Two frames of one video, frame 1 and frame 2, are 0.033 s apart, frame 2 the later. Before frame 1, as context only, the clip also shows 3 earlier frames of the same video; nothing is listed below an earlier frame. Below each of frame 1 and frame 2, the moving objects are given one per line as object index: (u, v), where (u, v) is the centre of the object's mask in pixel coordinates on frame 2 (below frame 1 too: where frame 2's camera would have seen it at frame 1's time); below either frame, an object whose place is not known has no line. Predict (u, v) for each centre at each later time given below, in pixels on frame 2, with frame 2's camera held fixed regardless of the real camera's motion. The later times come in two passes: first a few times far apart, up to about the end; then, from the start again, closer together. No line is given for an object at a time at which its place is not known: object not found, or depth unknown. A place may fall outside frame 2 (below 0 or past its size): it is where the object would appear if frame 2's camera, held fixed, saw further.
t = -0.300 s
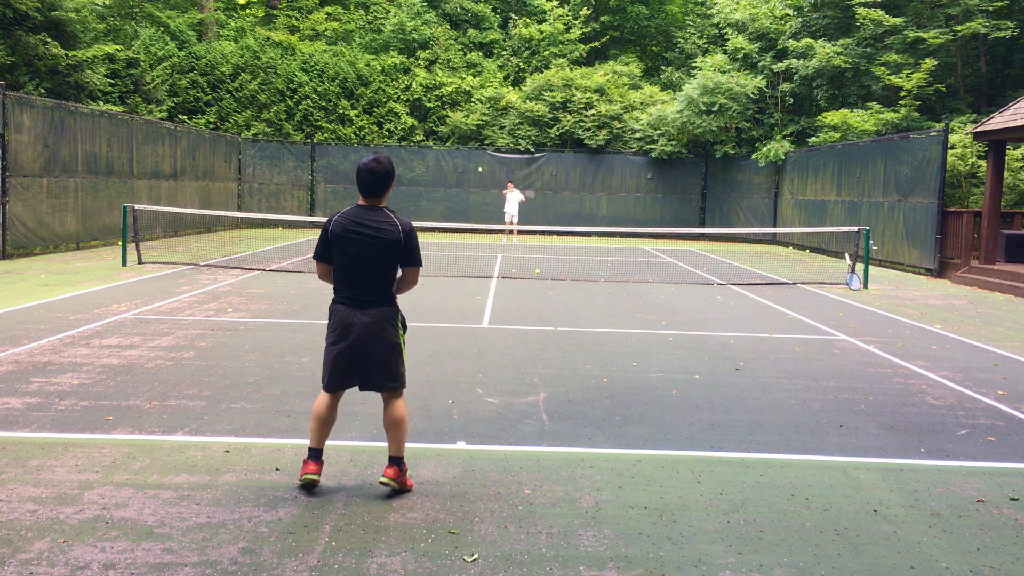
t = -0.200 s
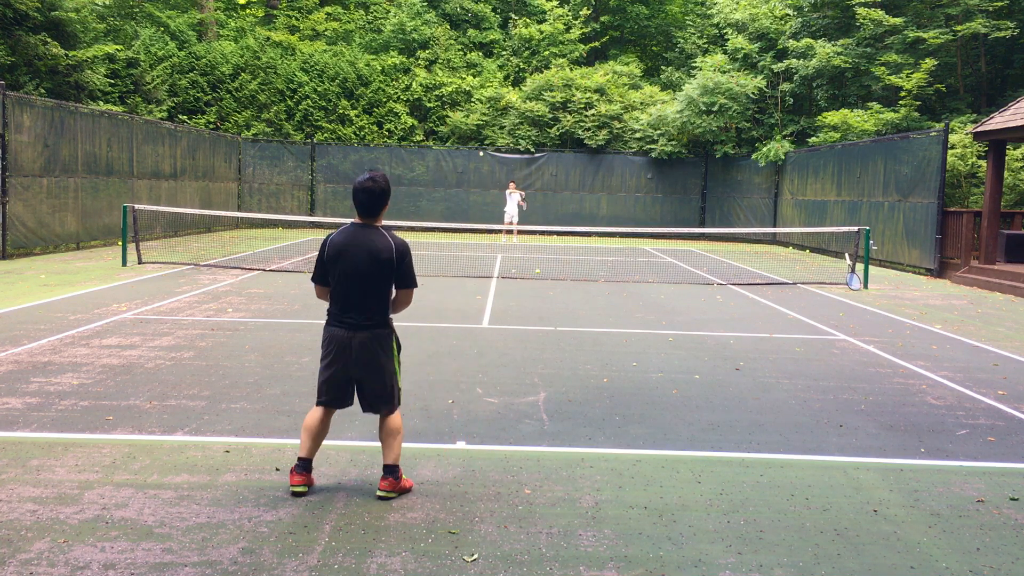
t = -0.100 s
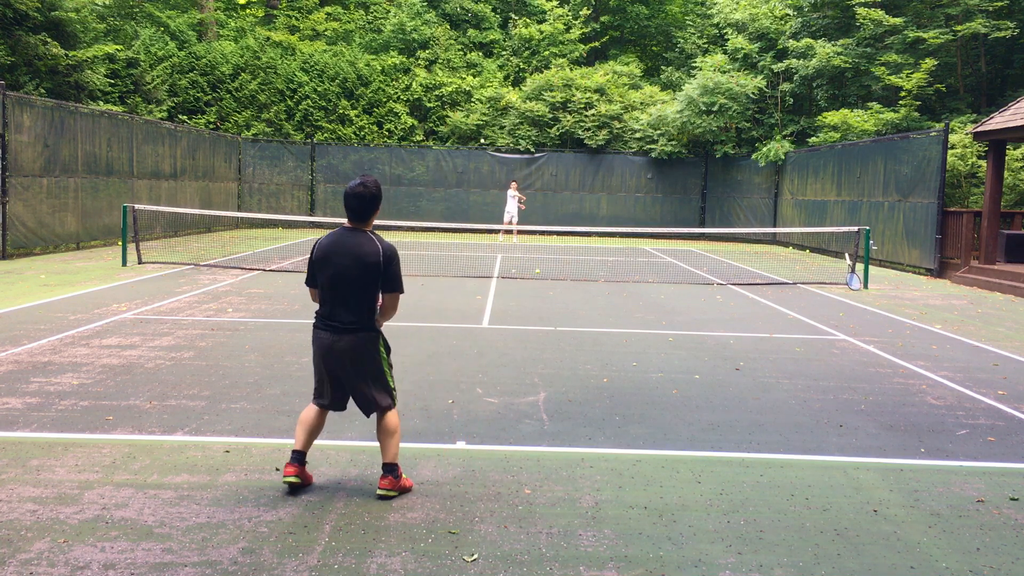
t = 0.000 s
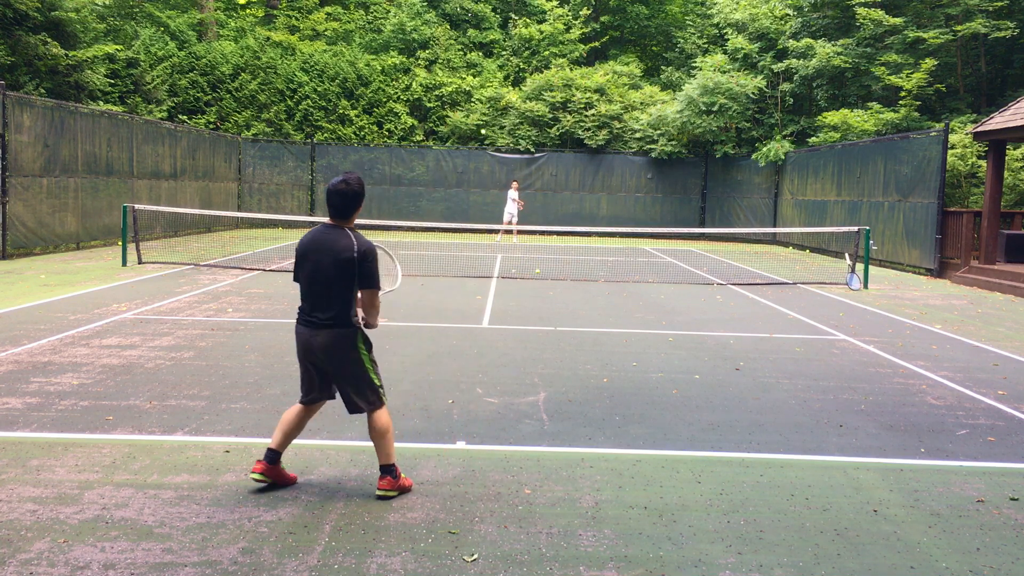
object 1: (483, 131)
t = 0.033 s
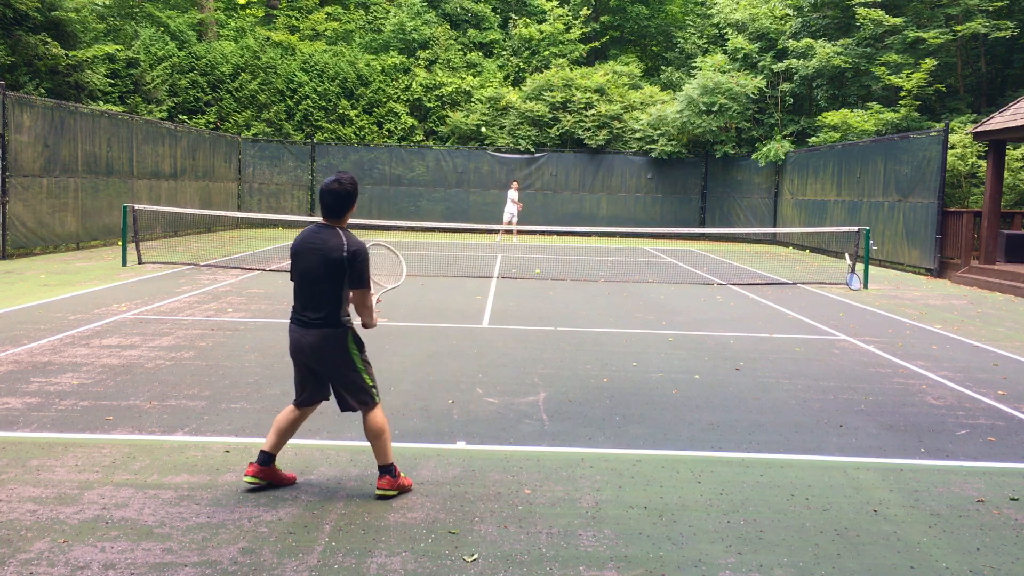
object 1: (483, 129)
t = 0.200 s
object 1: (484, 128)
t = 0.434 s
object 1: (483, 170)
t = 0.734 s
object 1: (471, 404)
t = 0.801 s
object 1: (470, 408)
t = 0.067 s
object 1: (483, 128)
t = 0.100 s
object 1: (483, 127)
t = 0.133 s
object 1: (484, 127)
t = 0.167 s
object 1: (484, 127)
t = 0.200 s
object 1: (484, 128)
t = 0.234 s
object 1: (484, 131)
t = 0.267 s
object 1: (484, 134)
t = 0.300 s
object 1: (484, 138)
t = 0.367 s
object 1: (483, 151)
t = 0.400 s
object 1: (483, 159)
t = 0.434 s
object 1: (483, 170)
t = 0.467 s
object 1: (482, 182)
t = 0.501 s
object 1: (481, 197)
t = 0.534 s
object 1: (481, 213)
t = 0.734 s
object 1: (471, 404)
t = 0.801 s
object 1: (470, 408)
